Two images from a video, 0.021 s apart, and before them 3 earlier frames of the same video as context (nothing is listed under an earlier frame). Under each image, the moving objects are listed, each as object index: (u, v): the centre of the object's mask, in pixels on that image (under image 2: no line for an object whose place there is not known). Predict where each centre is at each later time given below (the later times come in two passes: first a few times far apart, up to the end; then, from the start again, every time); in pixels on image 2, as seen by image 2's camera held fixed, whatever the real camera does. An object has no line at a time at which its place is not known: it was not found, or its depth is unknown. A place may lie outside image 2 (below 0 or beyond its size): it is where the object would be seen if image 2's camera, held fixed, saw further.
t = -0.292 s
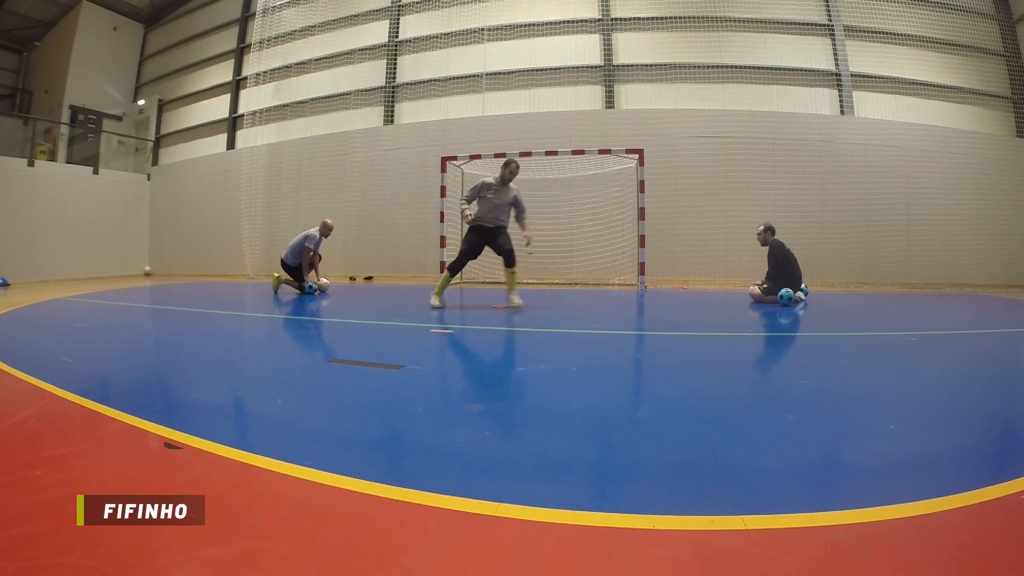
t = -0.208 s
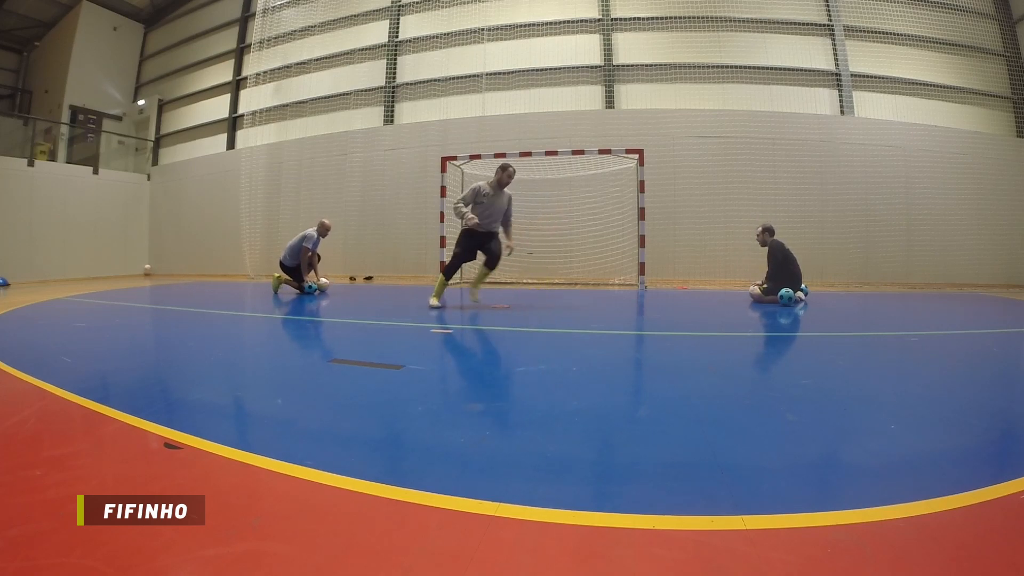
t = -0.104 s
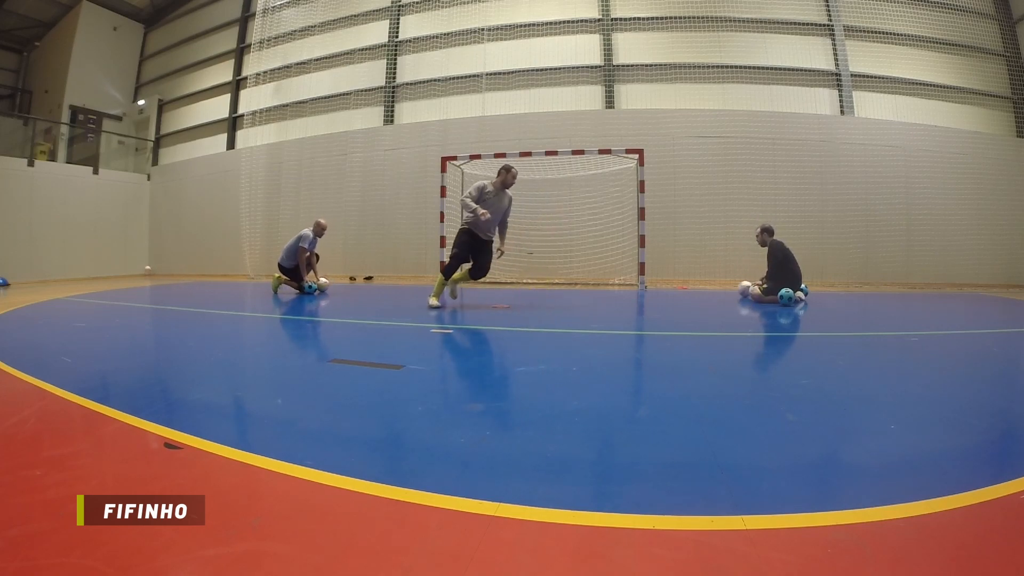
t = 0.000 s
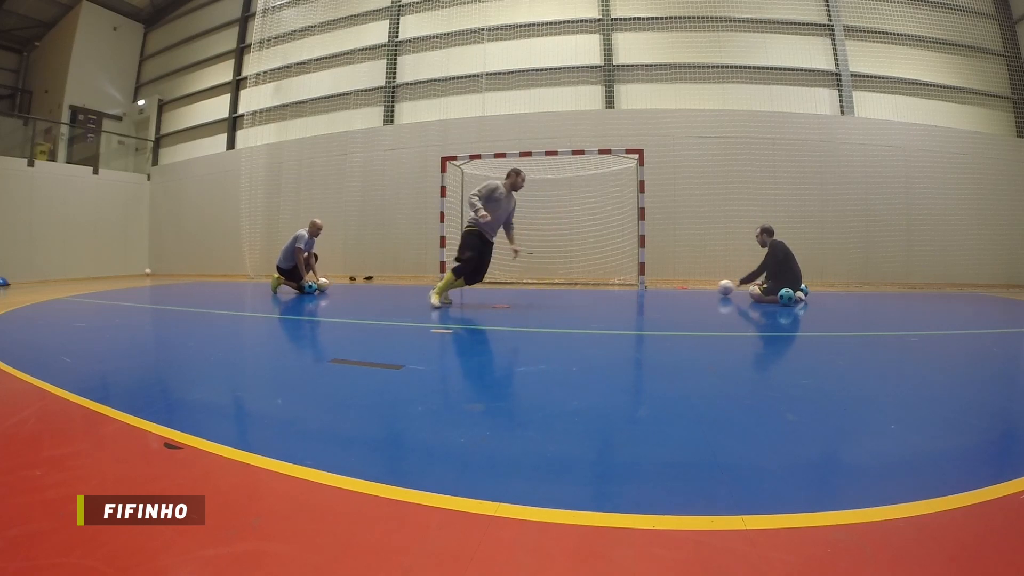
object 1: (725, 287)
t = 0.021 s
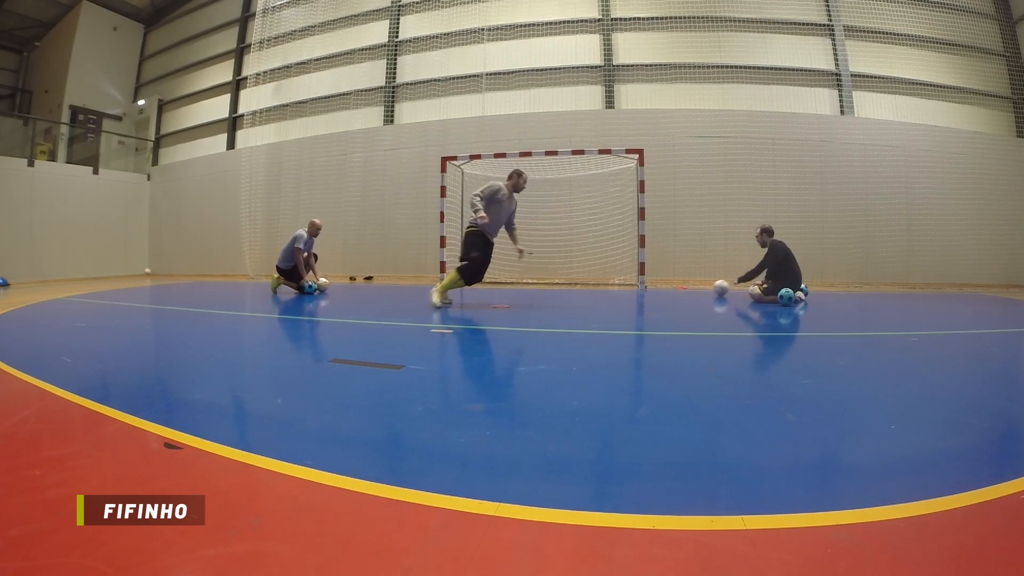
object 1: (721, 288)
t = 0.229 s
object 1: (687, 286)
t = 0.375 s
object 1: (666, 285)
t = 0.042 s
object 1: (717, 287)
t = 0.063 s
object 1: (713, 287)
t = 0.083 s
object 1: (709, 287)
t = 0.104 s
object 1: (706, 287)
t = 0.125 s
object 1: (702, 287)
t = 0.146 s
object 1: (699, 287)
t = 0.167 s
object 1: (696, 287)
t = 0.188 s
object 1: (693, 286)
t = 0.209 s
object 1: (690, 286)
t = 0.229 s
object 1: (687, 286)
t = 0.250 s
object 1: (684, 286)
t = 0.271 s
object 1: (681, 286)
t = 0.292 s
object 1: (678, 286)
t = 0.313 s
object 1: (675, 286)
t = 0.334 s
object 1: (672, 285)
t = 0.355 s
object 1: (669, 285)
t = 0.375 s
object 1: (666, 285)
